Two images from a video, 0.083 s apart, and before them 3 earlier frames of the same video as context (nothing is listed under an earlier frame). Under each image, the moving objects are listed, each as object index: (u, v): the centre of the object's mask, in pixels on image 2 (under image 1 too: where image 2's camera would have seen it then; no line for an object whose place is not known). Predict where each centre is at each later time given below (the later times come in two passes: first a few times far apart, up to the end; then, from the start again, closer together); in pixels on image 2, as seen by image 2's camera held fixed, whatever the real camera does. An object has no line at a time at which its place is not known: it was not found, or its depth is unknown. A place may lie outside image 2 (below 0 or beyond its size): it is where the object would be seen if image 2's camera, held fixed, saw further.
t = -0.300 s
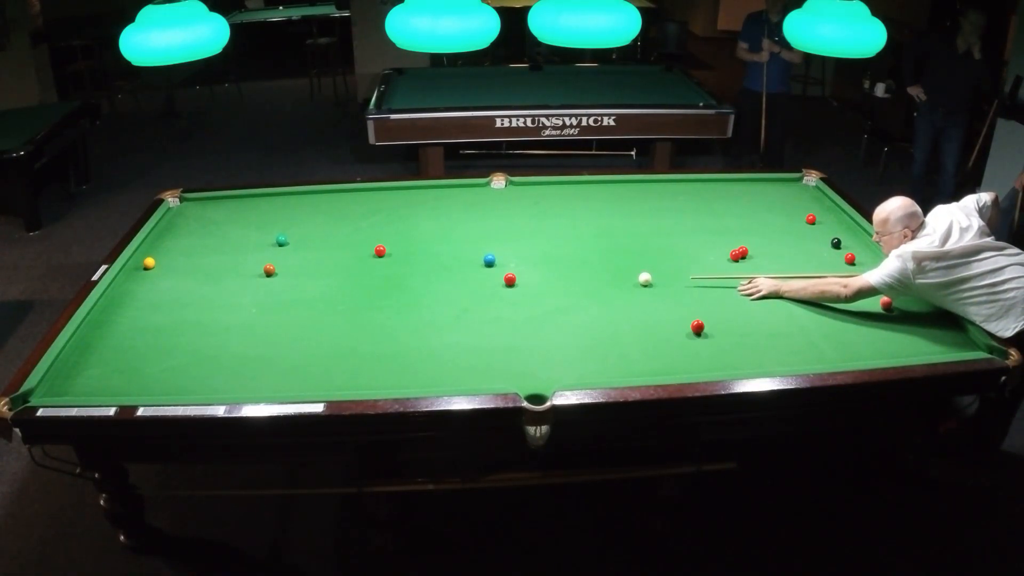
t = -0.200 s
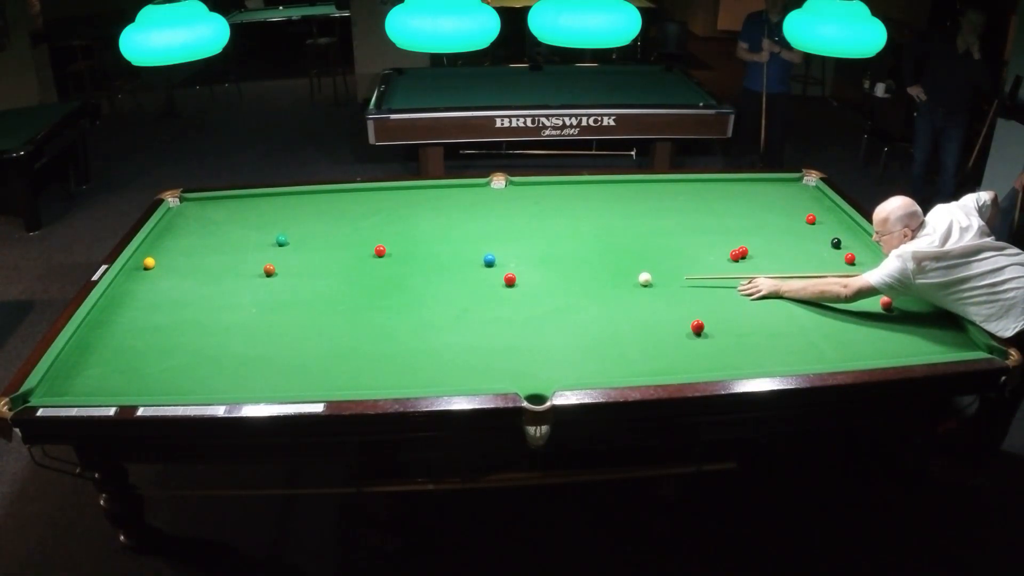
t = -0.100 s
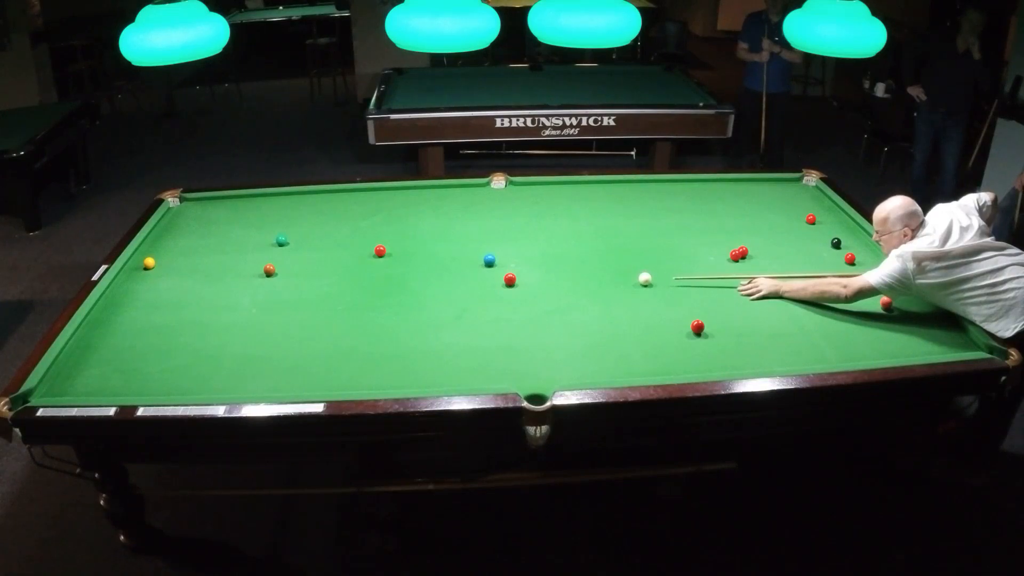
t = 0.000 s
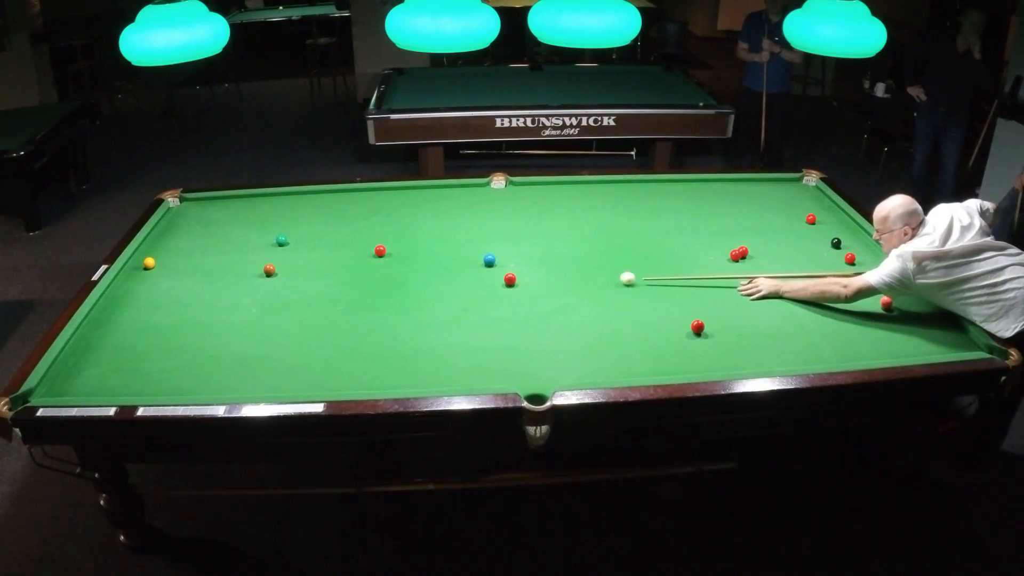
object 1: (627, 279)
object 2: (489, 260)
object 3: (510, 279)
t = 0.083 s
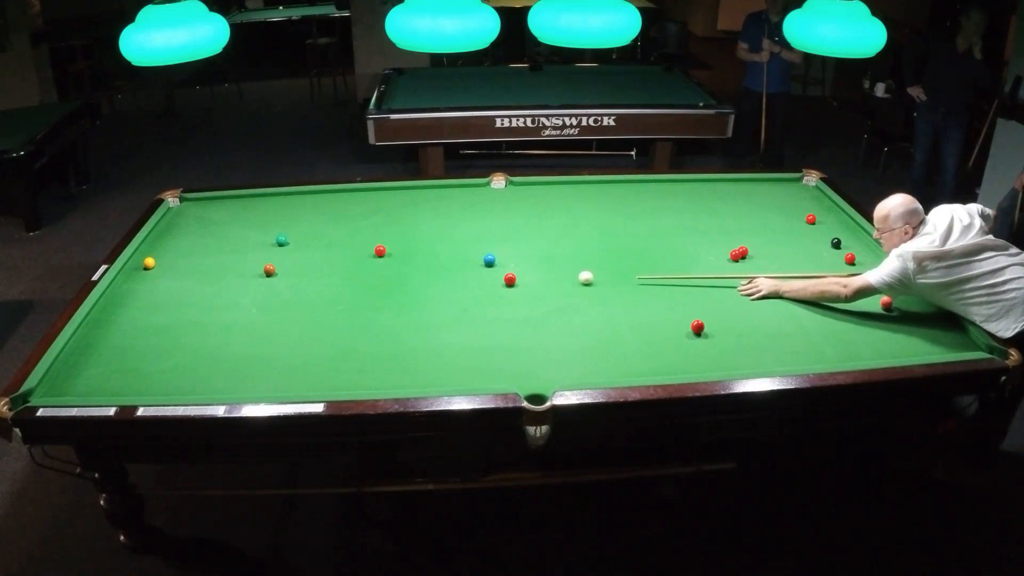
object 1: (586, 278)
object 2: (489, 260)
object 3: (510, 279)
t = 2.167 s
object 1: (427, 263)
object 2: (412, 210)
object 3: (106, 366)
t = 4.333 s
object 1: (418, 263)
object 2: (383, 190)
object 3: (204, 387)
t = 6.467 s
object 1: (418, 263)
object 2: (382, 191)
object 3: (291, 373)
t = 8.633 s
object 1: (418, 263)
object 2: (382, 191)
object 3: (294, 372)
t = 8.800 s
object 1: (418, 263)
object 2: (382, 191)
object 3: (294, 372)
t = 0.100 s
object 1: (578, 278)
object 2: (489, 260)
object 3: (510, 279)
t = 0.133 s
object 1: (564, 278)
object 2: (489, 261)
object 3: (510, 279)
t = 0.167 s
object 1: (550, 277)
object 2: (489, 260)
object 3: (510, 279)
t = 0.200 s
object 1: (537, 277)
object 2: (489, 260)
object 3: (510, 279)
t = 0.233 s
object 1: (524, 277)
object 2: (489, 261)
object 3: (510, 279)
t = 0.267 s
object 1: (519, 275)
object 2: (489, 260)
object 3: (501, 281)
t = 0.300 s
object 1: (515, 273)
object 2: (489, 260)
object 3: (492, 283)
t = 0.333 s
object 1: (511, 271)
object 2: (489, 260)
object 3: (484, 285)
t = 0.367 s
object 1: (506, 269)
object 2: (489, 260)
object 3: (476, 287)
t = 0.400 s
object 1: (502, 267)
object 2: (489, 260)
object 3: (469, 288)
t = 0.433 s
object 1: (497, 265)
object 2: (488, 260)
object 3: (462, 290)
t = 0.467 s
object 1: (495, 265)
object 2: (486, 258)
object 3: (455, 291)
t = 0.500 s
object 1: (493, 265)
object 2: (484, 257)
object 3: (447, 293)
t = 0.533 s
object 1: (491, 265)
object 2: (482, 255)
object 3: (440, 294)
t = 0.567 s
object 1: (489, 265)
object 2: (480, 254)
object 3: (433, 296)
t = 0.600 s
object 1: (487, 265)
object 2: (478, 253)
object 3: (426, 297)
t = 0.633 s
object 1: (485, 265)
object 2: (476, 252)
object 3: (419, 299)
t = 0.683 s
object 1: (482, 265)
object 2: (473, 250)
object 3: (408, 301)
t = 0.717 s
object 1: (480, 265)
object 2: (471, 249)
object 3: (401, 303)
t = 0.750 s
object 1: (478, 265)
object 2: (469, 248)
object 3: (394, 304)
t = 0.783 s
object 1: (476, 265)
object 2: (467, 246)
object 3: (386, 306)
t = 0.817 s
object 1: (474, 265)
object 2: (466, 245)
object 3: (379, 307)
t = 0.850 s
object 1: (473, 265)
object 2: (464, 244)
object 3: (372, 309)
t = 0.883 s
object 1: (471, 265)
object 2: (462, 243)
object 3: (365, 310)
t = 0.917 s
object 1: (469, 264)
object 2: (460, 242)
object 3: (358, 312)
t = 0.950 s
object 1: (468, 264)
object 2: (459, 241)
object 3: (351, 313)
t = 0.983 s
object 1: (466, 264)
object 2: (457, 240)
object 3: (343, 315)
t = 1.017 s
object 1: (464, 264)
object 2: (455, 239)
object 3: (336, 316)
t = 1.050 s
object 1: (463, 264)
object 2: (454, 238)
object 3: (329, 318)
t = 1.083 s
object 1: (461, 264)
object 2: (452, 237)
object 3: (322, 319)
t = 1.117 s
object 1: (459, 264)
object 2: (450, 235)
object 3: (315, 321)
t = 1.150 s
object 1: (458, 264)
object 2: (449, 234)
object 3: (308, 323)
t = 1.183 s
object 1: (457, 264)
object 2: (447, 233)
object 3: (301, 324)
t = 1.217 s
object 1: (455, 264)
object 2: (446, 232)
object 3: (294, 325)
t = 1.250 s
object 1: (454, 264)
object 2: (444, 231)
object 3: (287, 327)
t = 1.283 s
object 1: (452, 264)
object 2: (443, 230)
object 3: (280, 329)
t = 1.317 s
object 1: (451, 264)
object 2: (441, 229)
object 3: (272, 330)
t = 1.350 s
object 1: (450, 264)
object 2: (440, 229)
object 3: (266, 331)
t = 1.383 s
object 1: (448, 264)
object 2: (439, 228)
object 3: (259, 333)
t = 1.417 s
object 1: (447, 264)
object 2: (437, 227)
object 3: (252, 334)
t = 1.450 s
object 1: (446, 264)
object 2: (436, 226)
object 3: (245, 336)
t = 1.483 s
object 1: (445, 264)
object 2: (435, 225)
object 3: (238, 338)
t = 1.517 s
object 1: (443, 264)
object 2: (433, 224)
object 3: (231, 339)
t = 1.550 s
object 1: (442, 264)
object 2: (432, 223)
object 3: (225, 341)
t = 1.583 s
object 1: (441, 264)
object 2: (431, 222)
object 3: (218, 342)
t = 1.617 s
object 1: (440, 264)
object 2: (430, 222)
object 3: (211, 344)
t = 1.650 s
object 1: (439, 264)
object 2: (428, 221)
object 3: (205, 345)
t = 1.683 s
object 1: (438, 263)
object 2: (427, 220)
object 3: (198, 346)
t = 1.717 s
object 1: (437, 263)
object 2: (426, 219)
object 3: (191, 348)
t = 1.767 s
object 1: (436, 263)
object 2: (424, 218)
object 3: (181, 350)
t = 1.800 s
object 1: (435, 263)
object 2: (423, 217)
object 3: (175, 351)
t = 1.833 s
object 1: (434, 263)
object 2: (422, 216)
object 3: (169, 353)
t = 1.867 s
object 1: (433, 263)
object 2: (421, 216)
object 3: (162, 354)
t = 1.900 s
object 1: (432, 263)
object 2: (420, 215)
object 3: (156, 355)
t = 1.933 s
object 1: (431, 263)
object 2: (419, 214)
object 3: (149, 357)
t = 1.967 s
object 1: (431, 263)
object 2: (418, 214)
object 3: (143, 358)
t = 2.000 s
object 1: (430, 263)
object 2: (417, 213)
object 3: (137, 359)
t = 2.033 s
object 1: (429, 263)
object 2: (416, 212)
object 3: (131, 361)
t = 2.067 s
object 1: (429, 263)
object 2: (415, 212)
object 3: (125, 362)
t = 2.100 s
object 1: (428, 263)
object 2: (414, 211)
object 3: (119, 363)
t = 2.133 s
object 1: (427, 263)
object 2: (413, 210)
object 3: (112, 365)
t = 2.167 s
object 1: (427, 263)
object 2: (412, 210)
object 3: (106, 366)
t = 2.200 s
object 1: (426, 263)
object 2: (411, 209)
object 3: (100, 367)
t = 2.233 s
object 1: (425, 263)
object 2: (410, 209)
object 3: (94, 369)
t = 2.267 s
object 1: (425, 263)
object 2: (409, 208)
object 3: (89, 370)
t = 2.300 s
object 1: (424, 263)
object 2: (409, 207)
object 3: (83, 371)
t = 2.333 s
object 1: (424, 263)
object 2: (408, 207)
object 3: (77, 373)
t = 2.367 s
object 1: (423, 263)
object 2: (407, 206)
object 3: (71, 374)
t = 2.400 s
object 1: (423, 263)
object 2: (406, 206)
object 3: (66, 375)
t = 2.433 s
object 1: (422, 263)
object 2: (406, 205)
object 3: (60, 376)
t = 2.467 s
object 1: (422, 263)
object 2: (405, 205)
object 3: (55, 378)
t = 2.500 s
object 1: (421, 263)
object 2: (404, 204)
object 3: (49, 379)
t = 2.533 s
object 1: (421, 263)
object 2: (403, 203)
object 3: (46, 380)
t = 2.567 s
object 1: (421, 263)
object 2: (402, 203)
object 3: (50, 380)
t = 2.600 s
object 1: (420, 263)
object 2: (402, 202)
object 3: (53, 381)
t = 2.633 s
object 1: (420, 263)
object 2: (401, 202)
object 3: (56, 382)
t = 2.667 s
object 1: (420, 263)
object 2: (400, 202)
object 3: (59, 383)
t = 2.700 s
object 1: (419, 263)
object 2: (400, 201)
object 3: (62, 383)
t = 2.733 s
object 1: (419, 263)
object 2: (399, 201)
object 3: (65, 384)
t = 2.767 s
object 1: (419, 263)
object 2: (399, 200)
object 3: (68, 385)
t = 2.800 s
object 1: (419, 263)
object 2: (398, 200)
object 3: (72, 385)
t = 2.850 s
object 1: (418, 263)
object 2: (397, 199)
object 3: (76, 386)
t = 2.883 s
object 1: (418, 263)
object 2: (396, 199)
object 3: (80, 387)
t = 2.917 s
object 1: (418, 263)
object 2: (396, 198)
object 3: (83, 387)
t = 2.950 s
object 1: (418, 263)
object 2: (395, 198)
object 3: (86, 388)
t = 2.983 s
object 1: (418, 263)
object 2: (395, 198)
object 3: (89, 388)
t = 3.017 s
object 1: (418, 263)
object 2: (394, 197)
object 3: (92, 389)
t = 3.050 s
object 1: (418, 263)
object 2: (394, 197)
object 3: (95, 389)
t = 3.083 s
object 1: (418, 263)
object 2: (393, 197)
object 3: (98, 390)
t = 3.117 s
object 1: (418, 263)
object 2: (393, 196)
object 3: (102, 390)
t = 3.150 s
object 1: (418, 263)
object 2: (392, 196)
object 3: (105, 390)
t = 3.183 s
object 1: (418, 263)
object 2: (392, 196)
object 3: (108, 391)
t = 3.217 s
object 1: (418, 263)
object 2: (391, 195)
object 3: (111, 391)
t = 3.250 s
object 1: (418, 263)
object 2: (391, 195)
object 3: (114, 391)
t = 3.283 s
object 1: (418, 263)
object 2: (390, 194)
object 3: (117, 391)
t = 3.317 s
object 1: (418, 263)
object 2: (390, 194)
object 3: (120, 392)
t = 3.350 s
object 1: (418, 263)
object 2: (390, 194)
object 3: (123, 392)
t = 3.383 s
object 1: (418, 263)
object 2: (389, 193)
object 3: (127, 392)
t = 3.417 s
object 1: (418, 263)
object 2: (389, 193)
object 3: (130, 392)
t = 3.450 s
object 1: (418, 263)
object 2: (389, 193)
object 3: (133, 393)
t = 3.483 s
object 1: (418, 263)
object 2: (388, 192)
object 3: (136, 392)
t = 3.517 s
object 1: (418, 263)
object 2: (388, 192)
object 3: (138, 392)
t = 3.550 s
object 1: (418, 263)
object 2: (388, 192)
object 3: (142, 392)
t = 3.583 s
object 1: (418, 263)
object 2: (387, 192)
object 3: (145, 392)
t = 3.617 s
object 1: (418, 263)
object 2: (387, 191)
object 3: (147, 391)
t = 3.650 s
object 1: (418, 263)
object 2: (387, 191)
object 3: (150, 391)
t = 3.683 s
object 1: (418, 263)
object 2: (386, 191)
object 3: (153, 391)
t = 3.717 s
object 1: (418, 263)
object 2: (386, 191)
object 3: (156, 391)
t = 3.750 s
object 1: (418, 263)
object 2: (386, 191)
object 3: (159, 391)
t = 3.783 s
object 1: (418, 263)
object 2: (385, 190)
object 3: (162, 391)
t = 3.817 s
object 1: (418, 263)
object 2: (385, 190)
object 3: (164, 390)
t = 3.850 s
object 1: (418, 263)
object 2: (385, 190)
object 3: (167, 390)
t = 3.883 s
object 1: (418, 263)
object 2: (385, 190)
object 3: (170, 390)
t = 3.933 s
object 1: (418, 263)
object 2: (384, 190)
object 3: (174, 390)
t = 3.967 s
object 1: (418, 263)
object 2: (384, 190)
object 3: (176, 389)
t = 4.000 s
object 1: (418, 263)
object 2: (384, 190)
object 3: (179, 389)
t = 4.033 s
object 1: (418, 263)
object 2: (384, 190)
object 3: (182, 389)
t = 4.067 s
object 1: (418, 263)
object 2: (384, 190)
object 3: (184, 389)
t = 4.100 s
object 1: (418, 263)
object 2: (384, 190)
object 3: (187, 388)
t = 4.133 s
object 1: (418, 263)
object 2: (383, 190)
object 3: (189, 388)
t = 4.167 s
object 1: (418, 263)
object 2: (383, 190)
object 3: (192, 388)
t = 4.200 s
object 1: (418, 263)
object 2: (383, 190)
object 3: (194, 388)
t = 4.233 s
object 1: (418, 263)
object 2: (383, 190)
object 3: (197, 387)
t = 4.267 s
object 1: (418, 263)
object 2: (383, 190)
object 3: (199, 387)
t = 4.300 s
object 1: (418, 263)
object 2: (383, 190)
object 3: (201, 387)
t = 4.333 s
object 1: (418, 263)
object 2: (383, 190)
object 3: (204, 387)
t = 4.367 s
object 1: (418, 263)
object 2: (383, 190)
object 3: (206, 386)
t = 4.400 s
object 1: (418, 263)
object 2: (382, 190)
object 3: (208, 386)
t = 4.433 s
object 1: (418, 263)
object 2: (382, 190)
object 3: (210, 386)
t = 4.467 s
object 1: (418, 263)
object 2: (382, 190)
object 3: (212, 385)
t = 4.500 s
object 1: (418, 263)
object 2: (382, 190)
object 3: (215, 385)
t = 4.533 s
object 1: (418, 263)
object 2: (382, 190)
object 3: (216, 385)
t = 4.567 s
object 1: (418, 263)
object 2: (382, 190)
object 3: (218, 385)
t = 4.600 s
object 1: (418, 263)
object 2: (382, 190)
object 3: (220, 384)
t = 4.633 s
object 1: (418, 263)
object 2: (382, 190)
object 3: (222, 384)
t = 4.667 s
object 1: (418, 263)
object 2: (382, 190)
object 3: (224, 384)
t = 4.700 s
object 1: (418, 263)
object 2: (382, 190)
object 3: (226, 383)
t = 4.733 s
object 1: (418, 263)
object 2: (382, 190)
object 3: (228, 383)
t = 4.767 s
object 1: (418, 263)
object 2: (382, 190)
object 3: (230, 383)
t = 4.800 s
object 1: (418, 263)
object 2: (382, 190)
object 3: (232, 383)
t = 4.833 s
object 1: (418, 263)
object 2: (382, 190)
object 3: (234, 382)
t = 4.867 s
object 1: (418, 263)
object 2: (383, 190)
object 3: (236, 382)
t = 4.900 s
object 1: (418, 263)
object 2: (382, 190)
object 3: (237, 382)
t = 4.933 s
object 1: (418, 263)
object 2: (382, 190)
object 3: (239, 382)
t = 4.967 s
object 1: (418, 263)
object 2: (382, 190)
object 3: (241, 381)
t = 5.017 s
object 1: (418, 263)
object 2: (382, 191)
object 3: (243, 381)
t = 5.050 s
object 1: (418, 263)
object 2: (382, 191)
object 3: (245, 380)
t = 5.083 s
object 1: (418, 263)
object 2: (382, 191)
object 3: (247, 380)
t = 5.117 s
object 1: (418, 263)
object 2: (382, 191)
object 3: (248, 380)
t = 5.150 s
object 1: (418, 263)
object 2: (382, 191)
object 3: (250, 380)
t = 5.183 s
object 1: (418, 263)
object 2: (382, 191)
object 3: (252, 380)
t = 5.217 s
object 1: (418, 263)
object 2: (382, 191)
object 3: (253, 380)
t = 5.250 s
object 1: (418, 263)
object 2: (382, 191)
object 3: (255, 379)
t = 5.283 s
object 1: (418, 263)
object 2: (382, 191)
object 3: (256, 379)
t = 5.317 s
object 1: (418, 263)
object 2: (382, 191)
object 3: (257, 379)
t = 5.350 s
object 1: (418, 263)
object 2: (382, 191)
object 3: (259, 379)
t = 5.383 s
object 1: (418, 263)
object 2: (382, 191)
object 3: (260, 378)
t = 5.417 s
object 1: (418, 263)
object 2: (382, 191)
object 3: (262, 378)
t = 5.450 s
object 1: (418, 263)
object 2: (382, 191)
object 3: (263, 378)
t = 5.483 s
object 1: (418, 263)
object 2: (382, 191)
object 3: (265, 378)
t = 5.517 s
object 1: (418, 263)
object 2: (382, 191)
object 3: (266, 378)
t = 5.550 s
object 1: (418, 263)
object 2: (382, 191)
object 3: (267, 377)
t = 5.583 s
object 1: (418, 263)
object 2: (382, 191)
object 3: (268, 377)
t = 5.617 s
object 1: (418, 263)
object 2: (382, 191)
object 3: (270, 377)
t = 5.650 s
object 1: (418, 263)
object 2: (382, 191)
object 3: (271, 377)
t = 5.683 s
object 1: (418, 263)
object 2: (382, 191)
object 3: (272, 377)
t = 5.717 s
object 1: (418, 263)
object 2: (382, 191)
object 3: (273, 377)
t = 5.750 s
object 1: (418, 263)
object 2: (382, 191)
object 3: (274, 376)
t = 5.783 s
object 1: (418, 263)
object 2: (382, 191)
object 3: (275, 376)
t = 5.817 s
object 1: (418, 263)
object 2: (382, 191)
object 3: (276, 376)
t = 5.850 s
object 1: (418, 263)
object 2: (382, 191)
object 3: (277, 376)
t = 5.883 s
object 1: (418, 263)
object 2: (382, 191)
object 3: (278, 376)
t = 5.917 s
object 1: (418, 263)
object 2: (382, 191)
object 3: (279, 375)
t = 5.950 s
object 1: (418, 263)
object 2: (382, 191)
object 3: (280, 375)
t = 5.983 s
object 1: (418, 263)
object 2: (382, 191)
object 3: (281, 375)
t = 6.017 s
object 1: (418, 263)
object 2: (382, 191)
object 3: (282, 375)
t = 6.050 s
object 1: (418, 263)
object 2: (382, 191)
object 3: (283, 374)
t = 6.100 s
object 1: (418, 263)
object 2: (382, 191)
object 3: (284, 374)
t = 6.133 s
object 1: (418, 263)
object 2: (382, 191)
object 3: (285, 374)
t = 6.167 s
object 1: (418, 263)
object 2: (382, 191)
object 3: (286, 374)
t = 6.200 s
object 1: (418, 263)
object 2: (382, 191)
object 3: (286, 373)
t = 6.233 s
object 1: (418, 263)
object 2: (382, 191)
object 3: (287, 373)
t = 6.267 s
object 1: (418, 263)
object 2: (382, 191)
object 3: (288, 373)
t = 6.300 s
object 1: (418, 263)
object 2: (382, 191)
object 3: (288, 373)
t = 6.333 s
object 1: (418, 263)
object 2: (382, 191)
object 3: (289, 373)
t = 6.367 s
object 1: (418, 263)
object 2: (382, 191)
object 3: (290, 373)
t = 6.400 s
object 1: (418, 263)
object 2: (382, 191)
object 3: (290, 372)
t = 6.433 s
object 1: (418, 263)
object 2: (382, 191)
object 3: (290, 373)
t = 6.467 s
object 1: (418, 263)
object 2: (382, 191)
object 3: (291, 373)
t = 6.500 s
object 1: (418, 263)
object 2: (382, 191)
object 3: (292, 372)
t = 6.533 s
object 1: (418, 263)
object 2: (382, 191)
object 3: (292, 372)
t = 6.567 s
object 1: (418, 263)
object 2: (382, 191)
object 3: (292, 372)
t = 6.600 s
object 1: (418, 263)
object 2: (382, 191)
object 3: (292, 372)
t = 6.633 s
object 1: (418, 263)
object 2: (382, 191)
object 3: (293, 372)
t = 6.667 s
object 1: (418, 263)
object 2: (382, 191)
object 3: (293, 372)
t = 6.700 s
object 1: (418, 263)
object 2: (382, 191)
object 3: (293, 372)
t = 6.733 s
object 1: (418, 263)
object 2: (382, 191)
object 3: (294, 372)
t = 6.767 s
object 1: (418, 263)
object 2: (382, 191)
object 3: (294, 372)
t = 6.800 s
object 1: (418, 263)
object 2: (382, 191)
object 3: (294, 372)
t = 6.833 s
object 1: (418, 263)
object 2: (382, 191)
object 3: (294, 372)
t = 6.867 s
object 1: (418, 263)
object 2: (382, 191)
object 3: (294, 372)
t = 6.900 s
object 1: (418, 263)
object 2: (382, 191)
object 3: (294, 372)
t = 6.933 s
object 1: (418, 263)
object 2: (382, 191)
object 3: (294, 372)
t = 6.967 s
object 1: (418, 263)
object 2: (382, 191)
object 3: (294, 372)
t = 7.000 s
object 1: (418, 263)
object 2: (382, 190)
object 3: (294, 372)
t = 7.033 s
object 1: (418, 263)
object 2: (383, 191)
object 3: (294, 372)
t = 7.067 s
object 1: (418, 263)
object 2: (382, 191)
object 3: (294, 372)
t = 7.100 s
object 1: (418, 263)
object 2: (383, 191)
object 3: (294, 372)
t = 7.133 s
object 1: (418, 263)
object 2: (382, 191)
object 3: (294, 372)
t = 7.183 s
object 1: (418, 263)
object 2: (382, 191)
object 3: (294, 372)
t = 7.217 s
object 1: (418, 263)
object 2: (383, 191)
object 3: (294, 372)
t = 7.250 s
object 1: (418, 263)
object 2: (382, 191)
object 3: (294, 372)
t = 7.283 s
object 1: (418, 263)
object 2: (383, 191)
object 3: (294, 372)
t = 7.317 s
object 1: (418, 263)
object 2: (383, 191)
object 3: (294, 372)
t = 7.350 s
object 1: (418, 263)
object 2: (383, 191)
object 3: (294, 372)
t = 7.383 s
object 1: (418, 263)
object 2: (383, 191)
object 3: (294, 372)
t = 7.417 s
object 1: (418, 263)
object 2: (383, 191)
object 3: (294, 372)
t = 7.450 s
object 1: (418, 263)
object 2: (383, 191)
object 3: (294, 372)
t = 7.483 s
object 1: (418, 263)
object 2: (382, 191)
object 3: (294, 372)
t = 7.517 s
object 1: (418, 263)
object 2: (383, 191)
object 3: (294, 372)
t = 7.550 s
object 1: (418, 263)
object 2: (382, 191)
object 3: (294, 372)
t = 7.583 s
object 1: (418, 263)
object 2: (382, 190)
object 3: (294, 372)
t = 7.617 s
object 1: (418, 263)
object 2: (382, 190)
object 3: (294, 372)
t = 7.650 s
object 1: (418, 263)
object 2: (382, 190)
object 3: (294, 372)
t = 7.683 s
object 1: (418, 263)
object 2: (383, 191)
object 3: (294, 372)
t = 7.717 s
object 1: (418, 263)
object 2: (382, 191)
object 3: (294, 372)
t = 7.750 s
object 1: (418, 263)
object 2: (382, 191)
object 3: (294, 372)
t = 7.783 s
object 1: (418, 263)
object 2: (382, 191)
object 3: (294, 372)
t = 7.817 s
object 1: (418, 263)
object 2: (382, 191)
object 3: (294, 372)
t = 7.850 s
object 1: (418, 263)
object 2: (382, 191)
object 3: (294, 372)
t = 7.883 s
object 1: (418, 263)
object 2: (382, 191)
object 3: (294, 372)
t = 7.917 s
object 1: (418, 263)
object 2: (382, 191)
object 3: (294, 372)
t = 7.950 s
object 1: (418, 263)
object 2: (382, 191)
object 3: (294, 372)
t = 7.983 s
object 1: (418, 263)
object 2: (382, 191)
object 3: (294, 372)
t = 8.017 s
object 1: (418, 263)
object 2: (382, 190)
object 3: (294, 372)
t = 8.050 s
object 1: (418, 263)
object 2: (382, 191)
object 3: (294, 372)
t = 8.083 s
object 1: (418, 263)
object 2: (382, 190)
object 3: (294, 372)
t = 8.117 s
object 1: (418, 263)
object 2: (382, 191)
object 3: (294, 372)
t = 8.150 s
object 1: (418, 263)
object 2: (382, 191)
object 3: (294, 372)
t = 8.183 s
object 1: (418, 263)
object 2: (382, 190)
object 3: (294, 372)
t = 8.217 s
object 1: (418, 263)
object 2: (382, 191)
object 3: (294, 372)
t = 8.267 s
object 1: (418, 263)
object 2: (382, 190)
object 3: (294, 372)
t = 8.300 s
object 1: (418, 263)
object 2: (382, 190)
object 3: (294, 372)
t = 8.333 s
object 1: (418, 263)
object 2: (382, 190)
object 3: (294, 372)
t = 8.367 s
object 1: (418, 263)
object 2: (382, 190)
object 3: (294, 372)
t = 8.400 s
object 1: (418, 263)
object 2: (382, 191)
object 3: (294, 372)
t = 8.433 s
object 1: (418, 263)
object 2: (382, 190)
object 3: (294, 372)
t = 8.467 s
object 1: (418, 263)
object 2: (382, 191)
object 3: (294, 372)
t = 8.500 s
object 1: (418, 263)
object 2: (382, 191)
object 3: (294, 372)
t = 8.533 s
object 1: (418, 263)
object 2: (382, 191)
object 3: (294, 372)
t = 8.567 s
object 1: (418, 263)
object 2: (382, 191)
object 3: (294, 372)
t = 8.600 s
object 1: (418, 263)
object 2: (382, 191)
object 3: (294, 372)
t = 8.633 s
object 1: (418, 263)
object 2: (382, 191)
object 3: (294, 372)
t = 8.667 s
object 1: (418, 263)
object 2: (382, 191)
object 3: (294, 372)
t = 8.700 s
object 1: (418, 263)
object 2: (382, 191)
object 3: (294, 372)
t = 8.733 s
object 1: (418, 263)
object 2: (382, 191)
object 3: (294, 372)
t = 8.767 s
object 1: (418, 263)
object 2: (382, 191)
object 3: (294, 372)
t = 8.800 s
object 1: (418, 263)
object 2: (382, 191)
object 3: (294, 372)
